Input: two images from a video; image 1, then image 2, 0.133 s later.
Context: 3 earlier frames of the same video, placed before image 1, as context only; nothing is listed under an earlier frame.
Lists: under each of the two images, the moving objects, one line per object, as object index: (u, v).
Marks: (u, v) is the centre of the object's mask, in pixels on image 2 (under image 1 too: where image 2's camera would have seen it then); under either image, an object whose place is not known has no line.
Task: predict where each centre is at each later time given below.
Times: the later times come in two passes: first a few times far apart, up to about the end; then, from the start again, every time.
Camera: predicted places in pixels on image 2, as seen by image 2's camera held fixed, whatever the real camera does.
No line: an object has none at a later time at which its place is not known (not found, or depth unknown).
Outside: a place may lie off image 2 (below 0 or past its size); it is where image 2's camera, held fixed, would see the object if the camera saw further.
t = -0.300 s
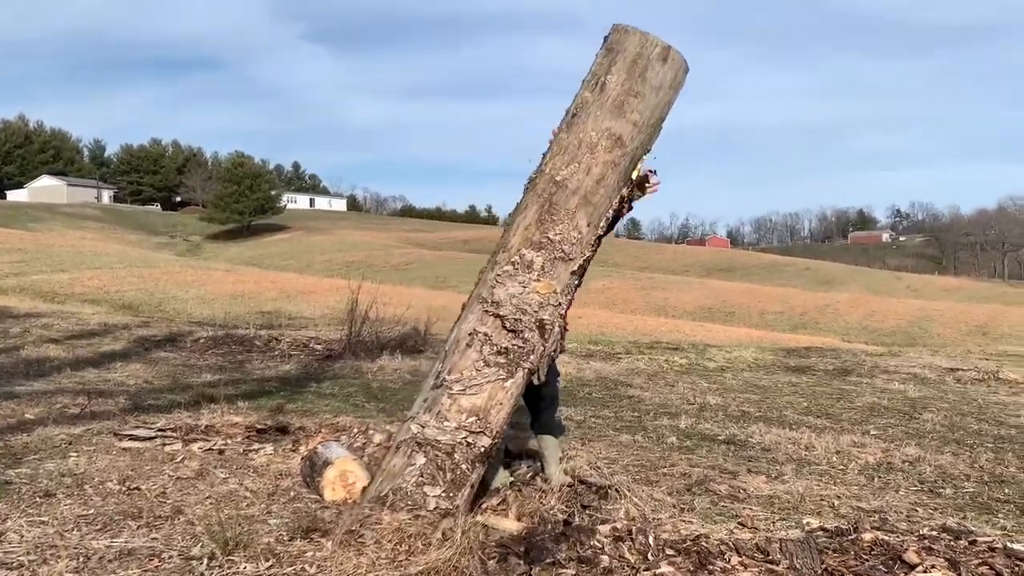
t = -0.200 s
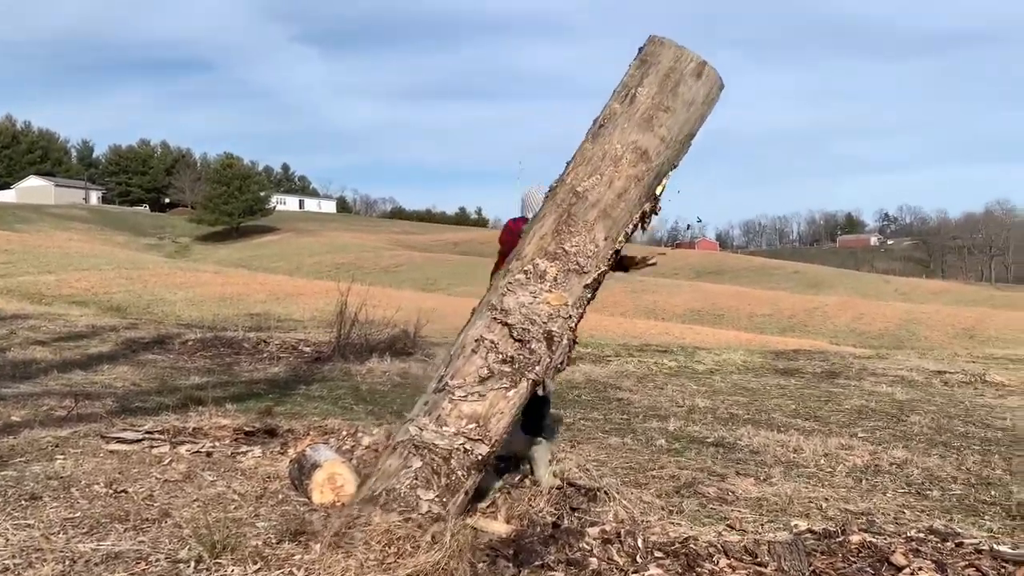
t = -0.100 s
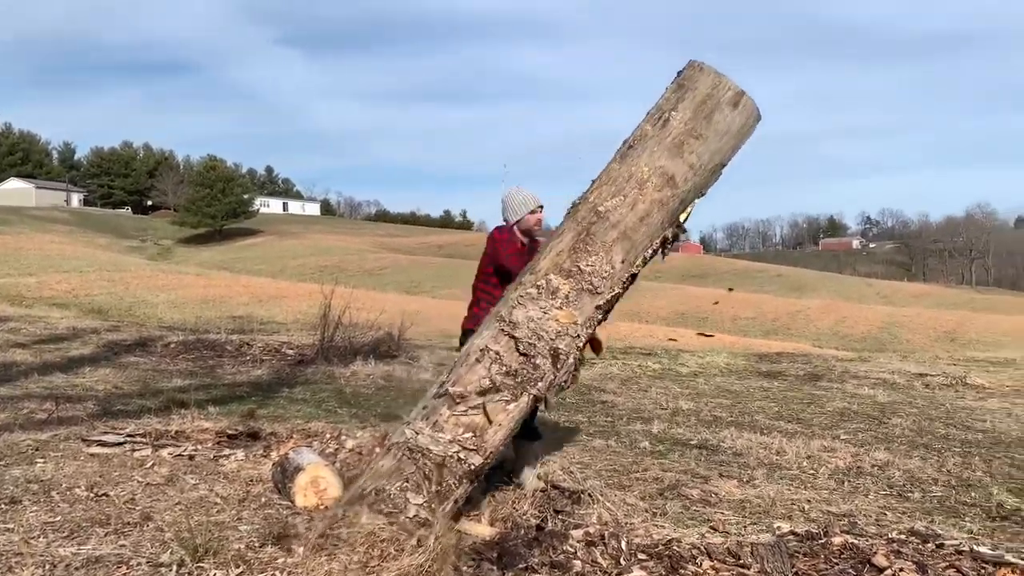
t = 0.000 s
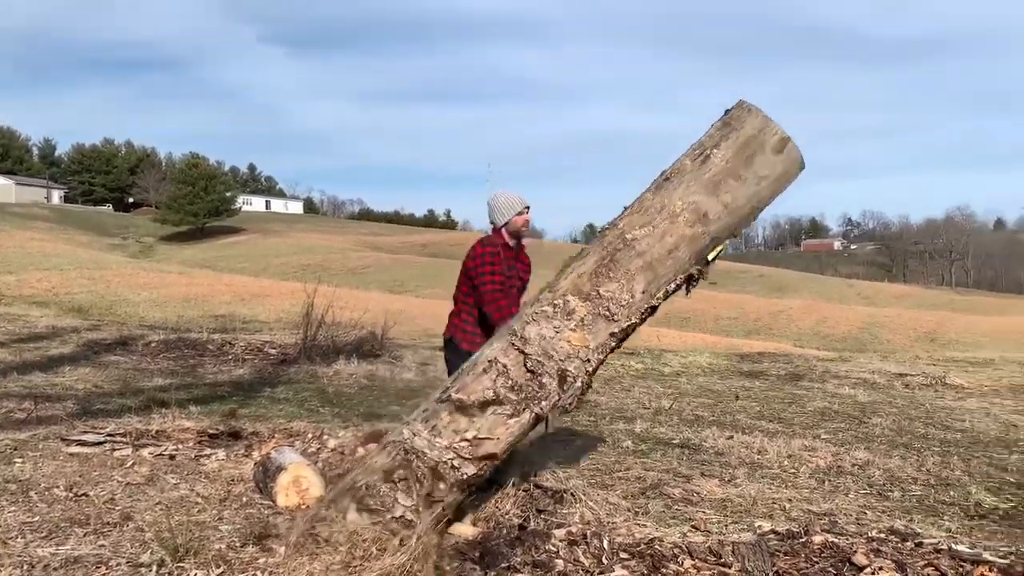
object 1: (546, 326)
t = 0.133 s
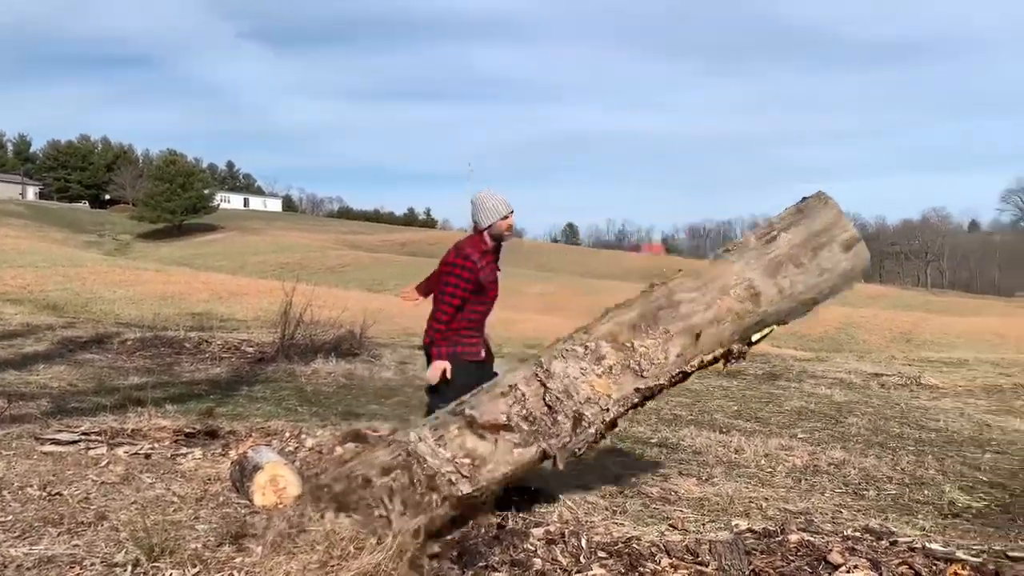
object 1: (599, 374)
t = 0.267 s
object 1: (642, 451)
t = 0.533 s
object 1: (668, 510)
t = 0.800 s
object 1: (697, 513)
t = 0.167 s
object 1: (610, 390)
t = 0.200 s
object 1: (621, 409)
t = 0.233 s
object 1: (632, 429)
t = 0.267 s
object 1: (642, 451)
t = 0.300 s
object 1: (651, 475)
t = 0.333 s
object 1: (673, 499)
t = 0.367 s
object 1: (652, 510)
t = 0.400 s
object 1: (659, 510)
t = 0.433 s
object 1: (666, 509)
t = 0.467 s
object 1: (673, 509)
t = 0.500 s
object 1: (671, 509)
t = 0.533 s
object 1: (668, 510)
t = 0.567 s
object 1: (667, 511)
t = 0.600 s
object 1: (664, 512)
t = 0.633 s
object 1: (664, 511)
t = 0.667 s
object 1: (667, 512)
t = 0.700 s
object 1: (693, 513)
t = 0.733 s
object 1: (695, 513)
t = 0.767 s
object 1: (696, 513)
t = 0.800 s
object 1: (697, 513)
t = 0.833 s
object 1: (697, 513)
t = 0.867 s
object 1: (695, 513)
